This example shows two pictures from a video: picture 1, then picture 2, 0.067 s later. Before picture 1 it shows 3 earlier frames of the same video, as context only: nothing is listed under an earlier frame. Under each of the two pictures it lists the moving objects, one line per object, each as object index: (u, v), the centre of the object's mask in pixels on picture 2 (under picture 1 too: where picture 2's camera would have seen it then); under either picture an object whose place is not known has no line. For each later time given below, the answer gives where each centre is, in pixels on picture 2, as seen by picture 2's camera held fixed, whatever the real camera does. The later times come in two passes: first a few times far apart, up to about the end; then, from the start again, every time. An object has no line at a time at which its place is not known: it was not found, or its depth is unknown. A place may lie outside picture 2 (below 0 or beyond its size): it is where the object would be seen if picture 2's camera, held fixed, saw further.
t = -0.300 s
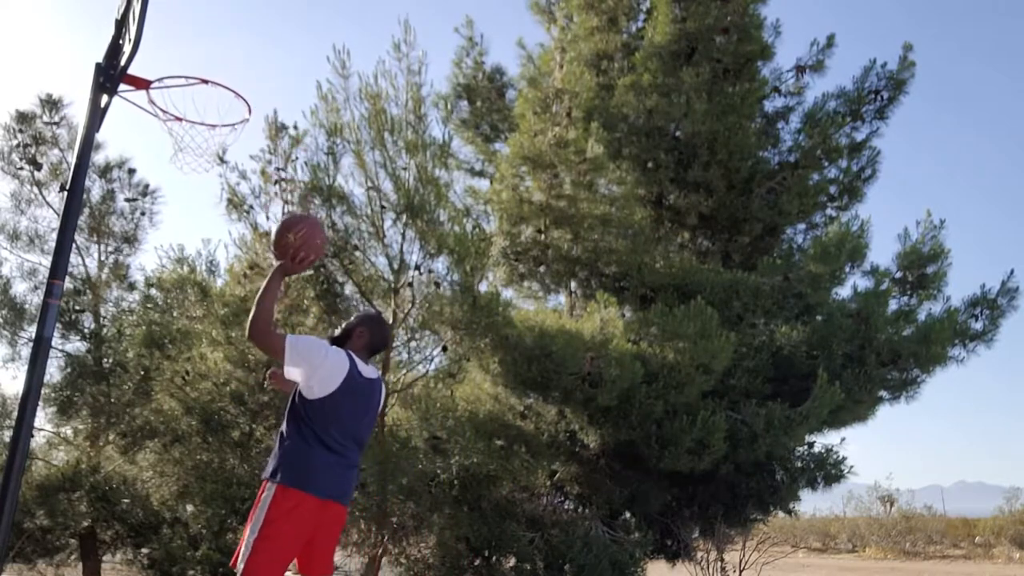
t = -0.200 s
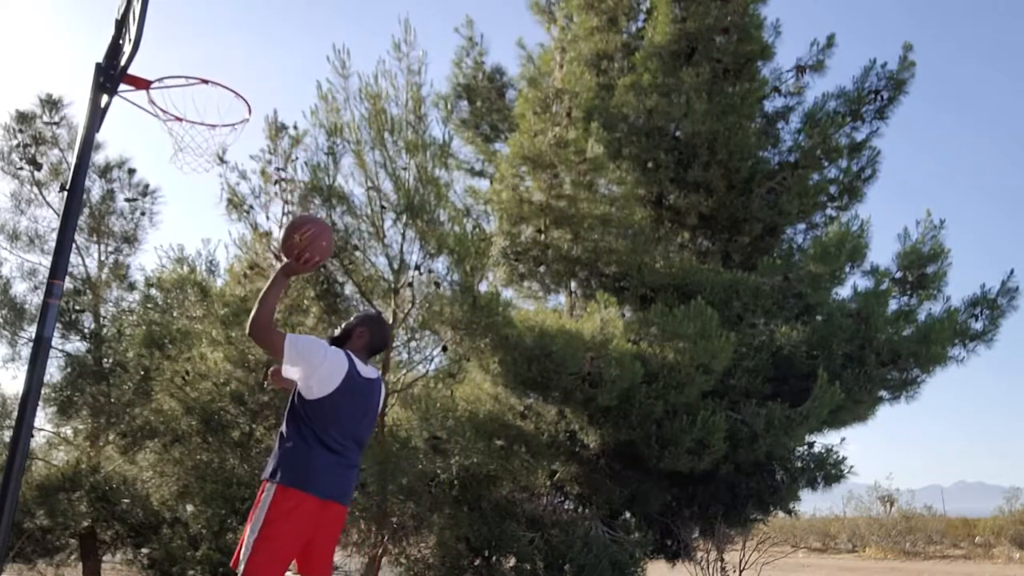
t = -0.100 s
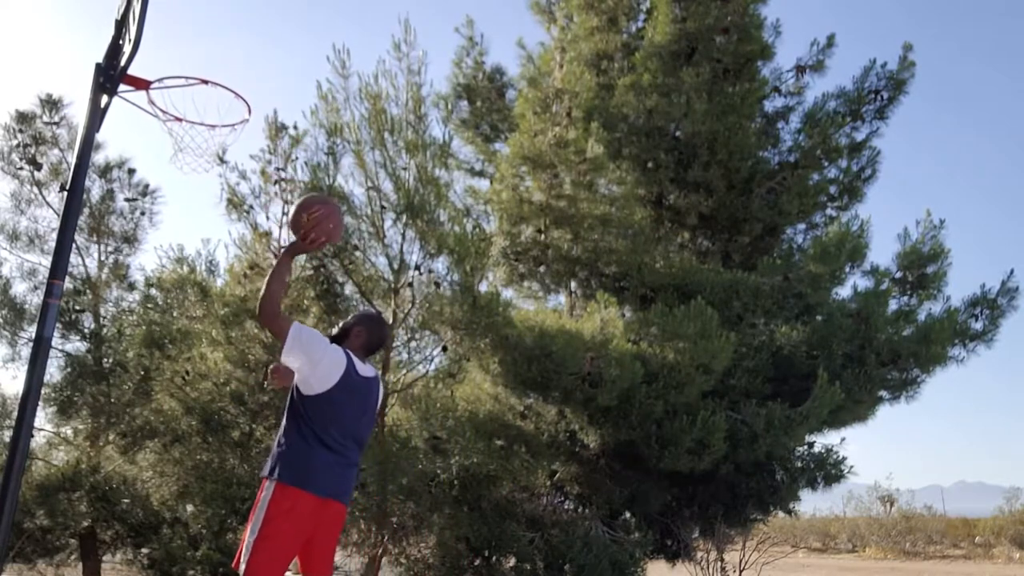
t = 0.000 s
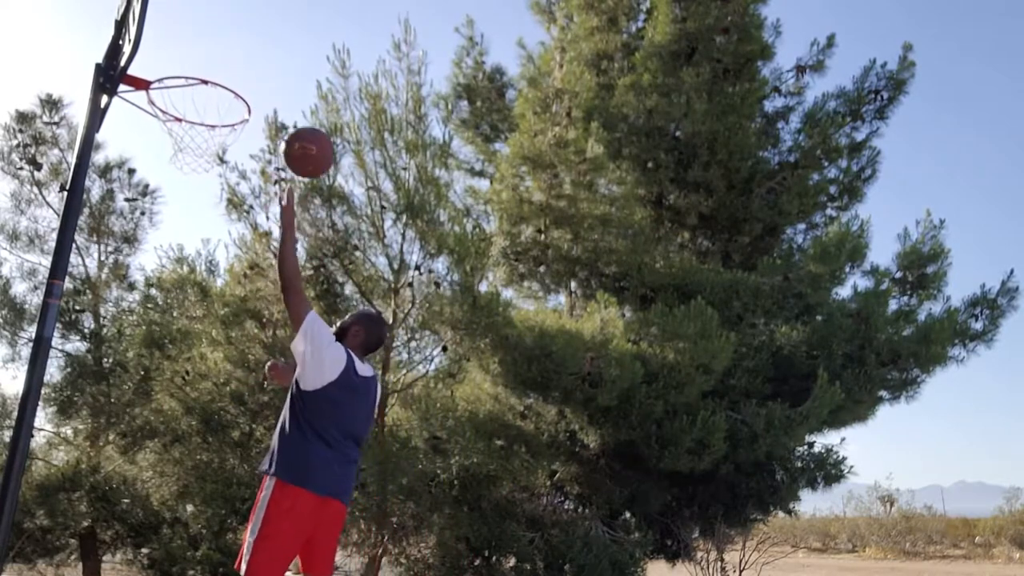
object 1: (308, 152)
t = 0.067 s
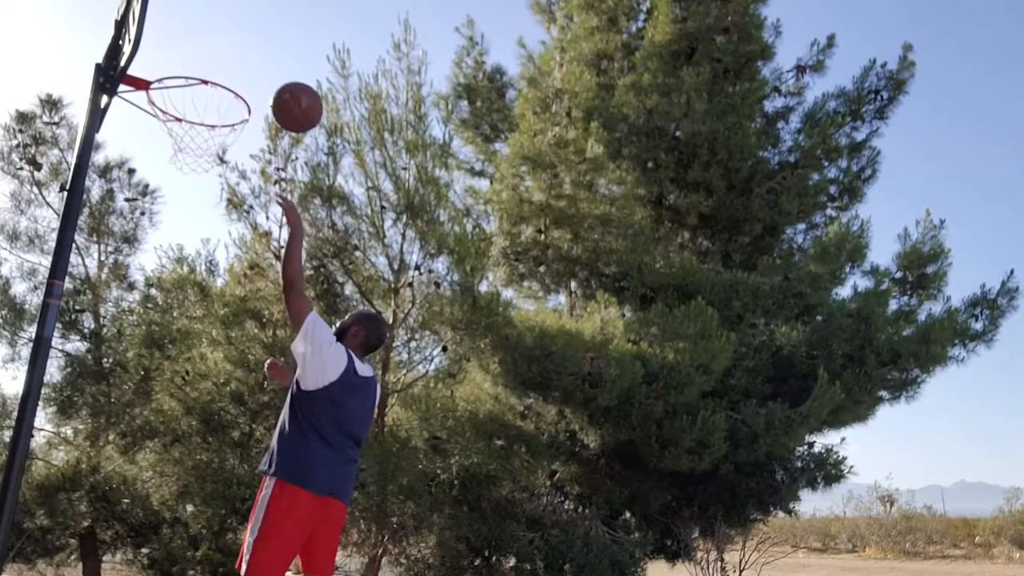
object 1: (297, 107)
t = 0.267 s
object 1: (260, 28)
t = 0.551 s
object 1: (201, 39)
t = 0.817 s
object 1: (220, 149)
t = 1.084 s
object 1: (225, 153)
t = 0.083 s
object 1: (294, 97)
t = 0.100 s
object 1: (291, 88)
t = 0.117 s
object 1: (288, 80)
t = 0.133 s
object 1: (285, 72)
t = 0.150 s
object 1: (282, 65)
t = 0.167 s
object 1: (279, 58)
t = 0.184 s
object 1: (276, 51)
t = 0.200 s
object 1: (272, 46)
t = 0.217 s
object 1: (269, 40)
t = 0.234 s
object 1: (266, 36)
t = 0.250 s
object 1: (263, 31)
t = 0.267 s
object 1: (260, 28)
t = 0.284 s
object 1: (256, 25)
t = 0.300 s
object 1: (253, 22)
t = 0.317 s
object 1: (250, 21)
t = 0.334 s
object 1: (247, 20)
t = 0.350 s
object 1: (243, 19)
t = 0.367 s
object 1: (240, 19)
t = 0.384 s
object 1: (236, 18)
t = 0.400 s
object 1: (233, 19)
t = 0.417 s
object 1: (229, 19)
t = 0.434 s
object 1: (226, 19)
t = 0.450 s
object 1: (222, 20)
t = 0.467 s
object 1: (219, 22)
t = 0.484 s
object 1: (215, 24)
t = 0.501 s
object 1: (212, 27)
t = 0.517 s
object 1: (208, 30)
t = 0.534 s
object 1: (204, 34)
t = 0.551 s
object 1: (201, 39)
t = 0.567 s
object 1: (197, 44)
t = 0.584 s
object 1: (193, 50)
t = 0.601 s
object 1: (189, 56)
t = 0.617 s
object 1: (185, 63)
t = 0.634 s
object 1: (181, 70)
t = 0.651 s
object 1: (177, 78)
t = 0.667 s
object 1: (174, 87)
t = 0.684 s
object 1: (179, 93)
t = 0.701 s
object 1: (185, 99)
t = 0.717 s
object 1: (190, 106)
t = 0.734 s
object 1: (196, 113)
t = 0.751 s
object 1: (201, 121)
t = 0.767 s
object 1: (206, 129)
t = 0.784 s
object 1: (211, 138)
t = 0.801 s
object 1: (216, 146)
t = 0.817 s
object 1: (220, 149)
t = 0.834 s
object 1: (224, 149)
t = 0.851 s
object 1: (226, 148)
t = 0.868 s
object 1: (229, 147)
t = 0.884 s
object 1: (230, 145)
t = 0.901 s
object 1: (232, 144)
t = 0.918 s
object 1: (232, 143)
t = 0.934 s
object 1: (233, 143)
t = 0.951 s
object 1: (233, 142)
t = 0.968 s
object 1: (233, 142)
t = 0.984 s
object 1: (233, 143)
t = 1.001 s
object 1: (232, 144)
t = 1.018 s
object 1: (231, 145)
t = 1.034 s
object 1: (230, 147)
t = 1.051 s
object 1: (229, 149)
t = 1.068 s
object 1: (227, 151)
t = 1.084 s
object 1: (225, 153)
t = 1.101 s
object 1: (224, 157)
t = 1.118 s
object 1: (222, 161)
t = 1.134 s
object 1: (220, 166)
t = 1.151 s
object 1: (218, 171)
